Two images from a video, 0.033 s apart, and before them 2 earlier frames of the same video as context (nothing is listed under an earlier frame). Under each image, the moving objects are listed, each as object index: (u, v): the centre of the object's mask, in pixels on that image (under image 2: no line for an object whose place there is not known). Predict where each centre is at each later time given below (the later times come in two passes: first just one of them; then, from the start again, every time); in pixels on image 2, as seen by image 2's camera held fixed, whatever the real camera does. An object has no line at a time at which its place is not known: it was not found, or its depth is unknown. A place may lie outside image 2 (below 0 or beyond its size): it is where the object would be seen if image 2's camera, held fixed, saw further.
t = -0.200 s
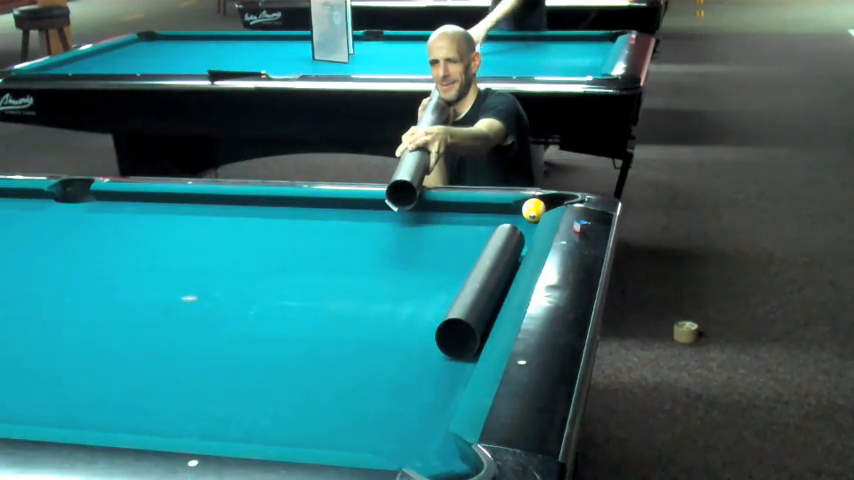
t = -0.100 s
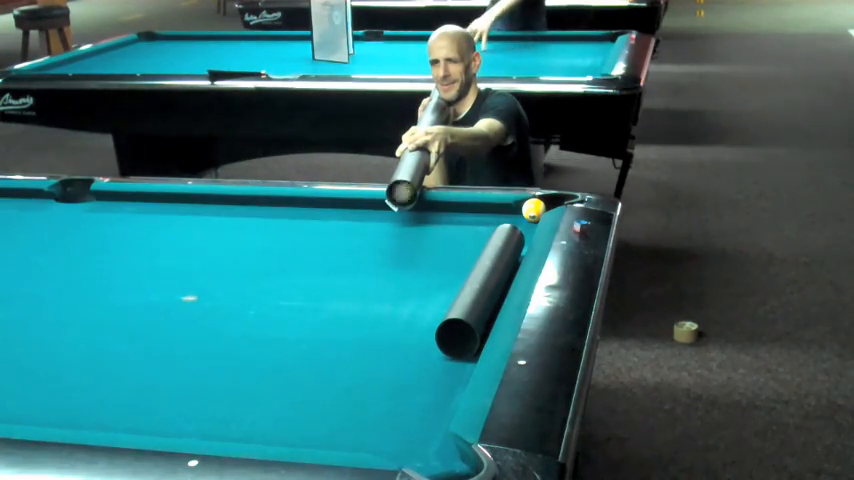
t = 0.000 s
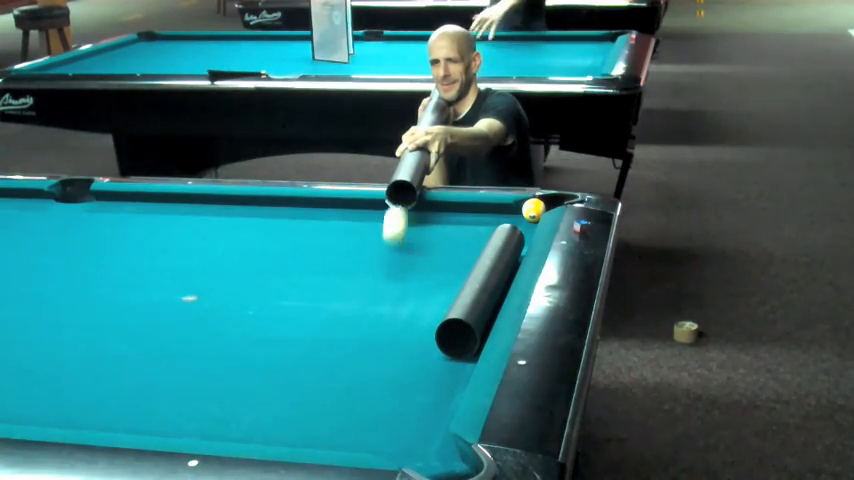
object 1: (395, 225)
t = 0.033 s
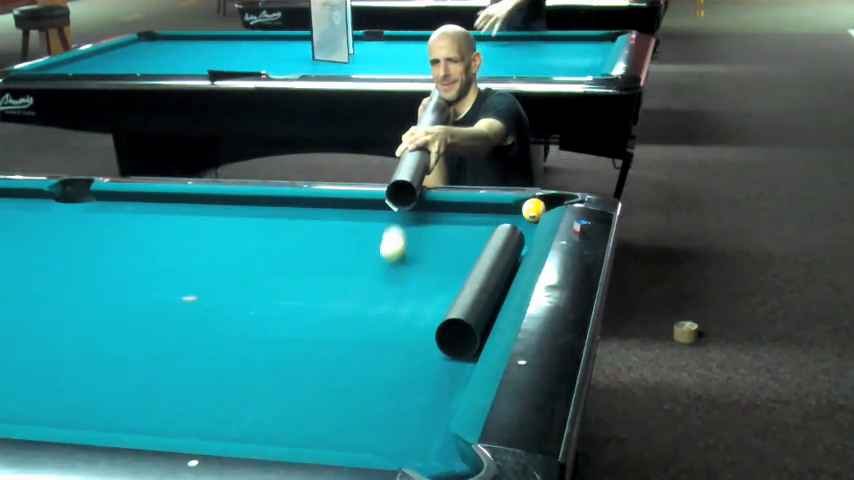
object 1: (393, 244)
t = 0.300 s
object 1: (367, 352)
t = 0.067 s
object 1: (390, 253)
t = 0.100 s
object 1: (387, 261)
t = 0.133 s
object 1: (384, 278)
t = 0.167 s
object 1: (382, 292)
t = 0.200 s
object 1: (378, 305)
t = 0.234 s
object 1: (375, 320)
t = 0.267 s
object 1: (371, 336)
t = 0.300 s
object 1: (367, 352)
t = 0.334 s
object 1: (363, 369)
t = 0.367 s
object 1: (359, 388)
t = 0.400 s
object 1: (354, 409)
